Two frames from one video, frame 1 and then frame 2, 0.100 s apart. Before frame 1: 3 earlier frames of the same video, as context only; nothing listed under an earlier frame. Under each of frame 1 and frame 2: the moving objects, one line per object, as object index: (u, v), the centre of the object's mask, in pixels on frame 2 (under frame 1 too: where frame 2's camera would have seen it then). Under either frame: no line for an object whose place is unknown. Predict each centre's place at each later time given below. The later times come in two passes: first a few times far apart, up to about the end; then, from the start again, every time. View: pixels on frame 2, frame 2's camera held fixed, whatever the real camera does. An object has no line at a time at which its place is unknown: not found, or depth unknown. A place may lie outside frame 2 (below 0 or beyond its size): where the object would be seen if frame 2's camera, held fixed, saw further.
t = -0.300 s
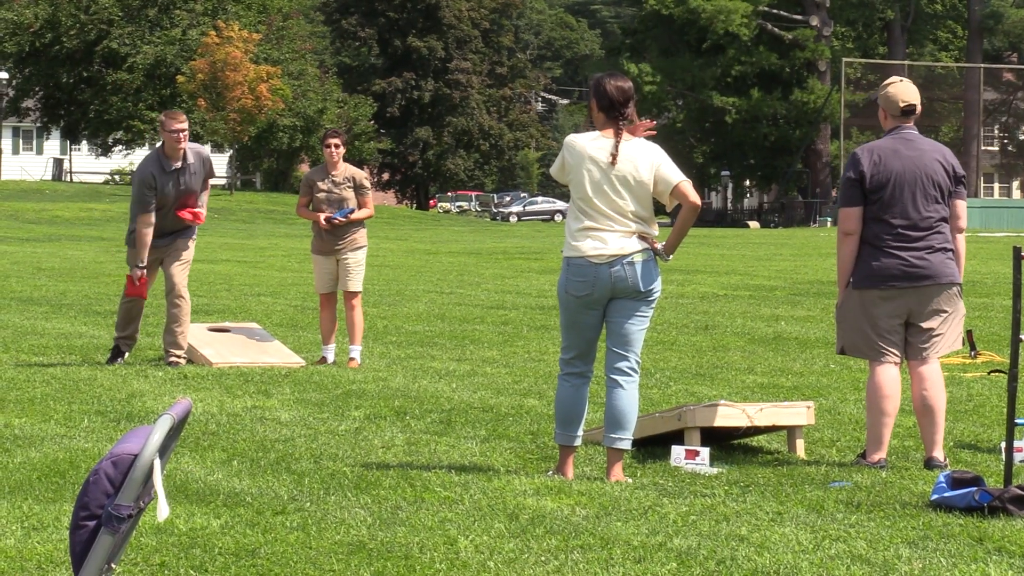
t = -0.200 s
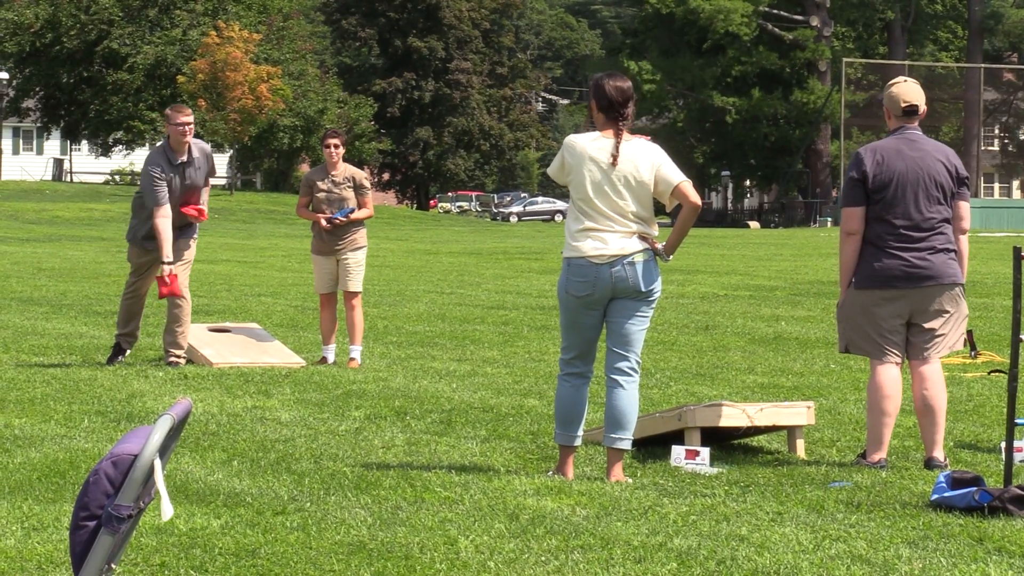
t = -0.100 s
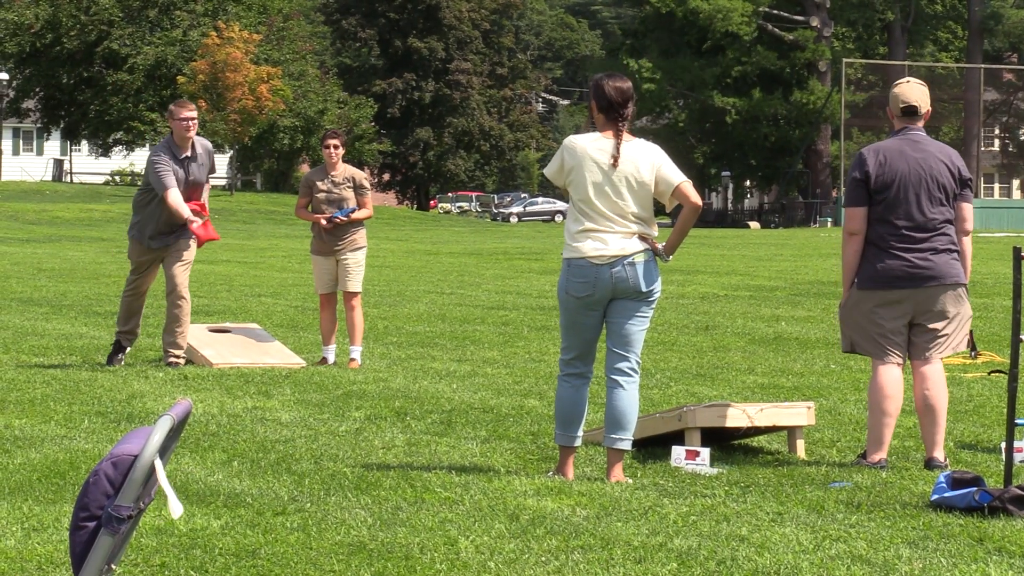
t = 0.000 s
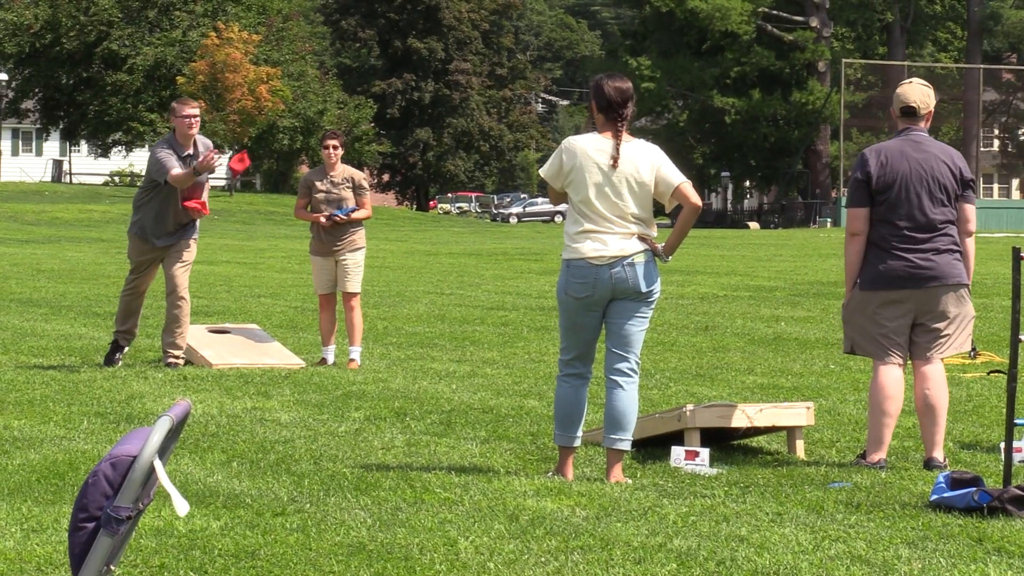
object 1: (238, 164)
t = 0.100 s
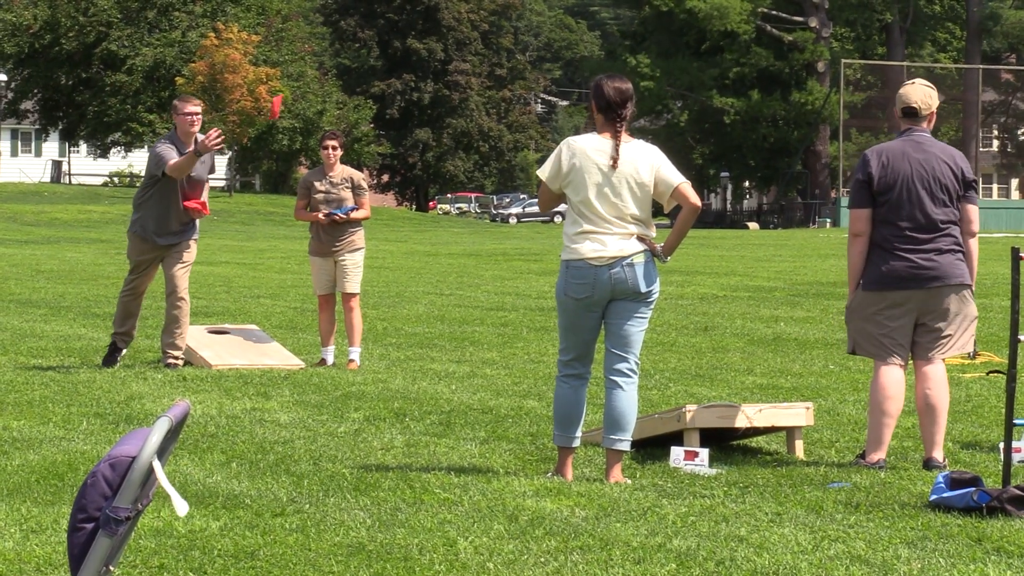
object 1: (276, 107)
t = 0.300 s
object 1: (354, 34)
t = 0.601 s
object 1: (489, 53)
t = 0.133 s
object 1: (288, 91)
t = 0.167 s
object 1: (300, 76)
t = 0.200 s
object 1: (313, 63)
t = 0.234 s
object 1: (327, 52)
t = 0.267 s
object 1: (340, 42)
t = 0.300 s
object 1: (354, 34)
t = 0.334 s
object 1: (368, 28)
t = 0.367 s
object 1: (382, 24)
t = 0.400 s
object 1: (396, 21)
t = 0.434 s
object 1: (411, 21)
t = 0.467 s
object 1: (425, 23)
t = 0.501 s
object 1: (441, 27)
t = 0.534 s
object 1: (457, 33)
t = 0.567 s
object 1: (473, 42)
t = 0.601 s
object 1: (489, 53)
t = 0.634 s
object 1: (505, 68)
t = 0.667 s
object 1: (522, 84)
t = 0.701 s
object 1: (538, 103)
